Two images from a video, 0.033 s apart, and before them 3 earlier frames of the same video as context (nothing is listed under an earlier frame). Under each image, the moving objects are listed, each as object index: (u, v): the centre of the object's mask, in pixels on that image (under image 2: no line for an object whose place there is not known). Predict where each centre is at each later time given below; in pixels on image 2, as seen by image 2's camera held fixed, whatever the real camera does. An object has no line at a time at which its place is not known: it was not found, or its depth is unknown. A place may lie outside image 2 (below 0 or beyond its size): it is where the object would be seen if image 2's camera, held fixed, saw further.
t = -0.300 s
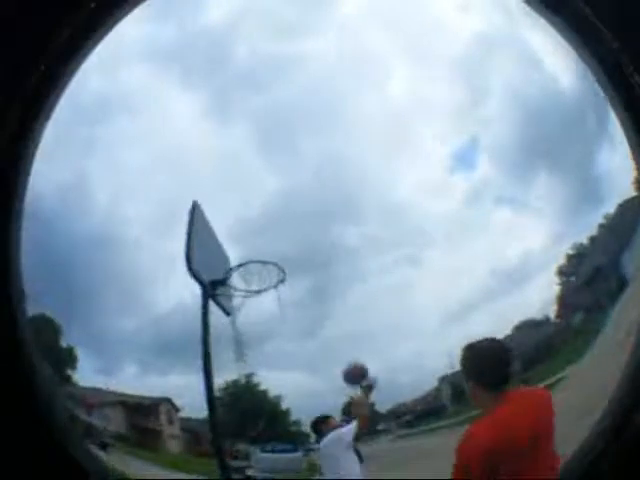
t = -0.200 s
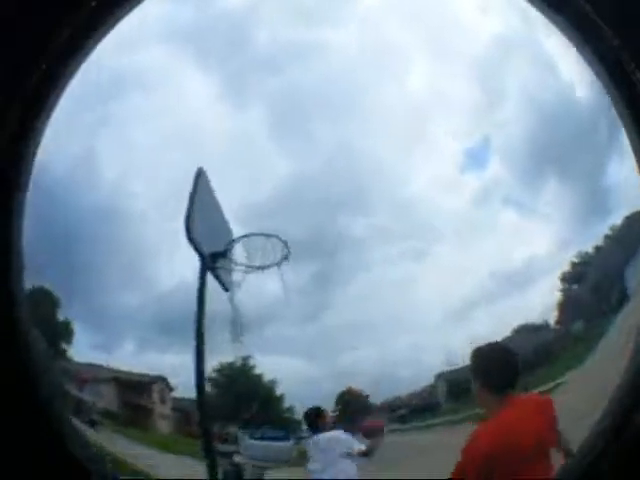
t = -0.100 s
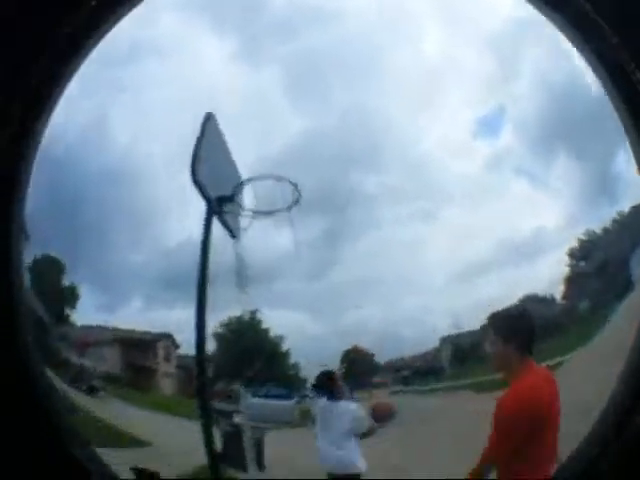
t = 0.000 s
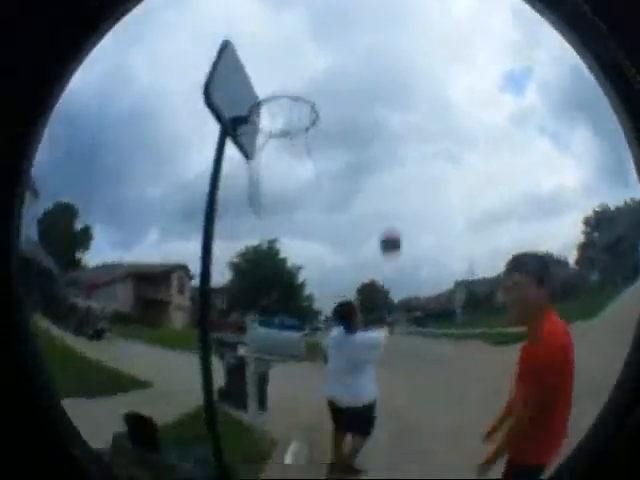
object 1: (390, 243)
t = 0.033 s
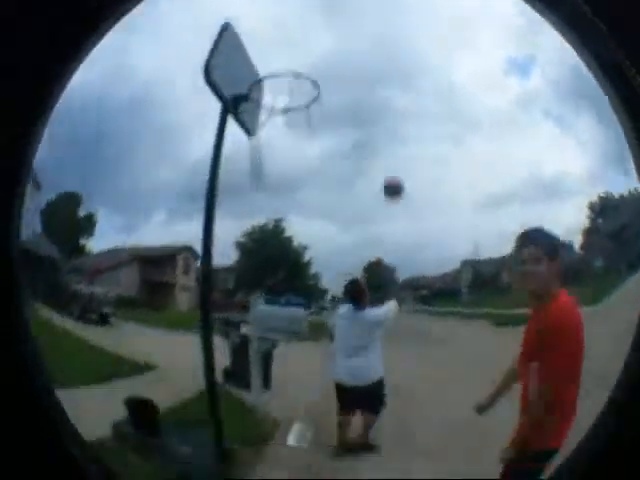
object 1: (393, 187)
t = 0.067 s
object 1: (388, 160)
